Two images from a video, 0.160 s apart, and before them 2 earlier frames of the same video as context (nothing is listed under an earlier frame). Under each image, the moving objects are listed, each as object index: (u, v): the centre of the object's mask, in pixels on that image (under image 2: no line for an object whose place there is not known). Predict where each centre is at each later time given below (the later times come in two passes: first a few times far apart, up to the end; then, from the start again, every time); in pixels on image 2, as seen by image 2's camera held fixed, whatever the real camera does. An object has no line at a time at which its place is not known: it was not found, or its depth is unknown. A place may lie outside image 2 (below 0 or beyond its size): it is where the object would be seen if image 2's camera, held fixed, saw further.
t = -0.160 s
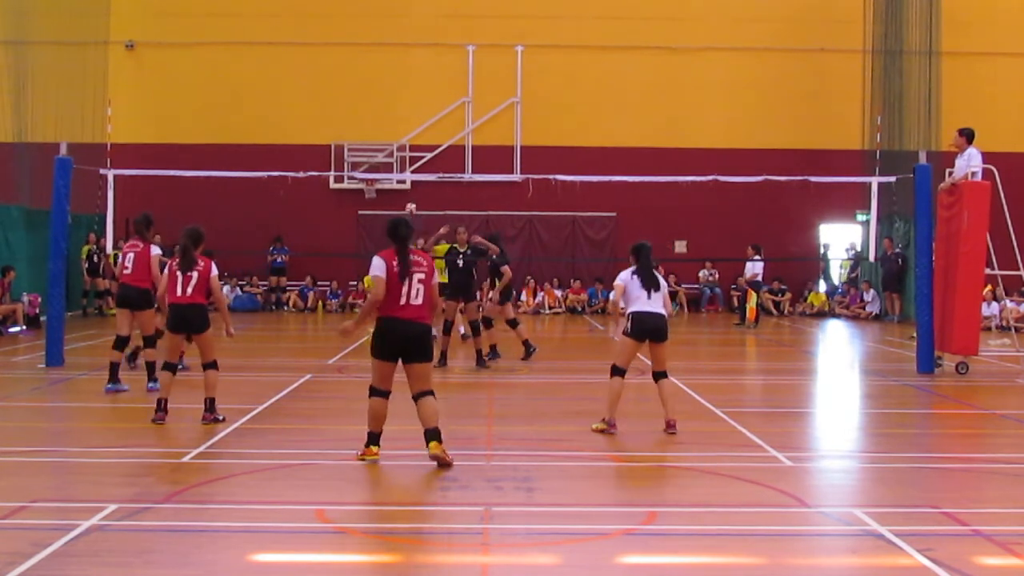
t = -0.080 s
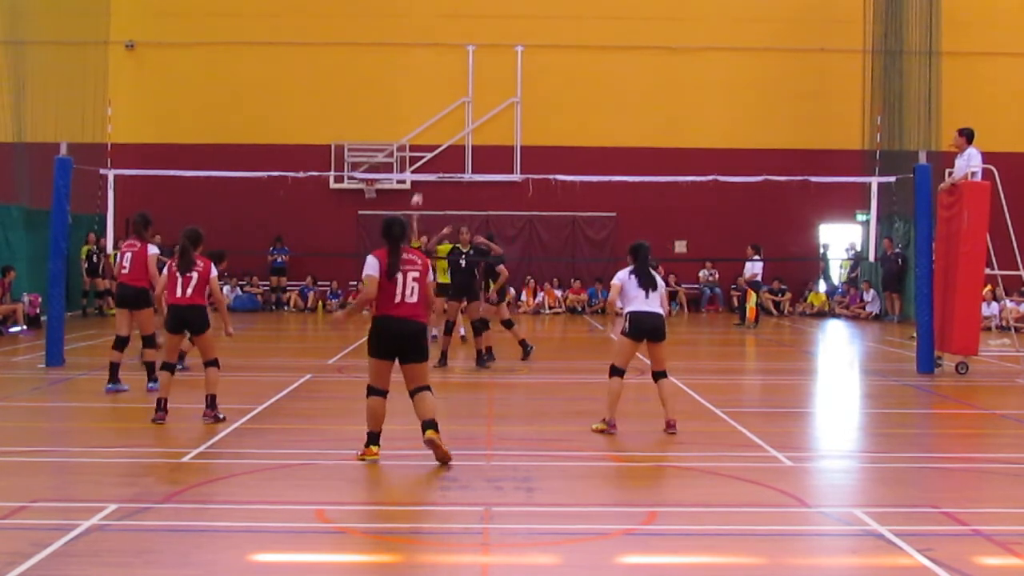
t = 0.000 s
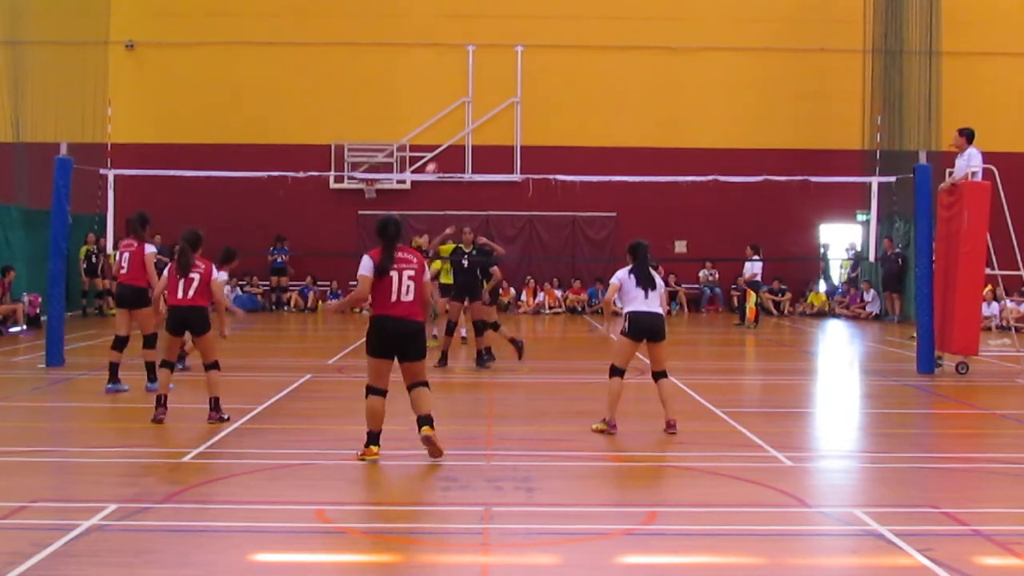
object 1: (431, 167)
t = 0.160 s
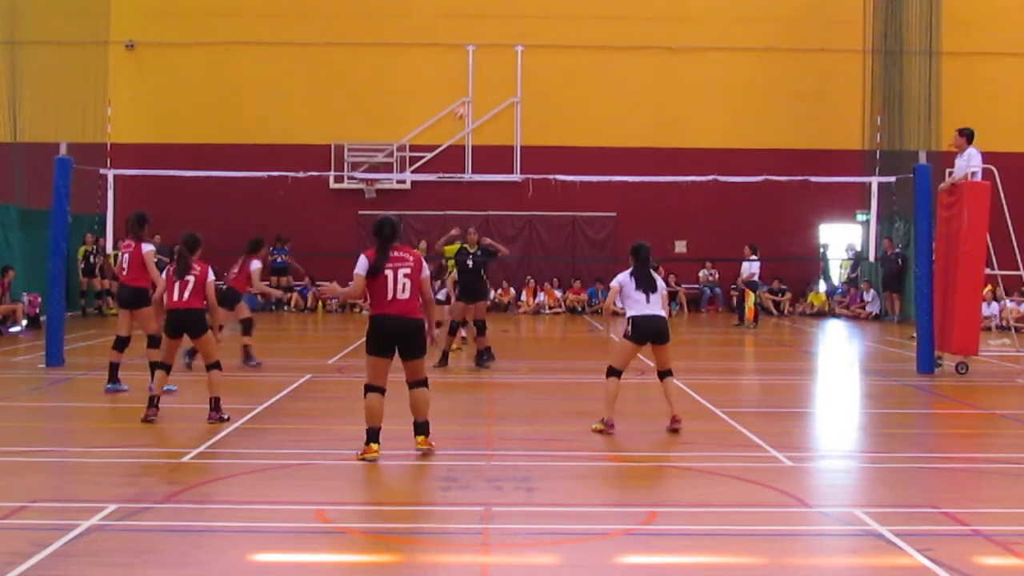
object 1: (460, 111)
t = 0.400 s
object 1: (520, 48)
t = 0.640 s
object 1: (595, 14)
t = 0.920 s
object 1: (706, 24)
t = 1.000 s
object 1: (746, 42)
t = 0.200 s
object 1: (470, 101)
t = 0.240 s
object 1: (478, 88)
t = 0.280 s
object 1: (489, 77)
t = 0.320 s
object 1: (499, 66)
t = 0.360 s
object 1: (509, 57)
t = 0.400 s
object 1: (520, 48)
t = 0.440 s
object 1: (532, 40)
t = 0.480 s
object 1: (544, 33)
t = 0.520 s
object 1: (556, 26)
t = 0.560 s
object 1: (569, 22)
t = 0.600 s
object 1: (581, 17)
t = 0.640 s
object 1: (595, 14)
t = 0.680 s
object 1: (609, 11)
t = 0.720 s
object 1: (624, 9)
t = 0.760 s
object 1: (639, 10)
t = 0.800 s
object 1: (655, 11)
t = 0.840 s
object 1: (671, 14)
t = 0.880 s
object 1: (688, 18)
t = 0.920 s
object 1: (706, 24)
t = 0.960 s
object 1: (725, 32)
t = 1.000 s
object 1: (746, 42)
